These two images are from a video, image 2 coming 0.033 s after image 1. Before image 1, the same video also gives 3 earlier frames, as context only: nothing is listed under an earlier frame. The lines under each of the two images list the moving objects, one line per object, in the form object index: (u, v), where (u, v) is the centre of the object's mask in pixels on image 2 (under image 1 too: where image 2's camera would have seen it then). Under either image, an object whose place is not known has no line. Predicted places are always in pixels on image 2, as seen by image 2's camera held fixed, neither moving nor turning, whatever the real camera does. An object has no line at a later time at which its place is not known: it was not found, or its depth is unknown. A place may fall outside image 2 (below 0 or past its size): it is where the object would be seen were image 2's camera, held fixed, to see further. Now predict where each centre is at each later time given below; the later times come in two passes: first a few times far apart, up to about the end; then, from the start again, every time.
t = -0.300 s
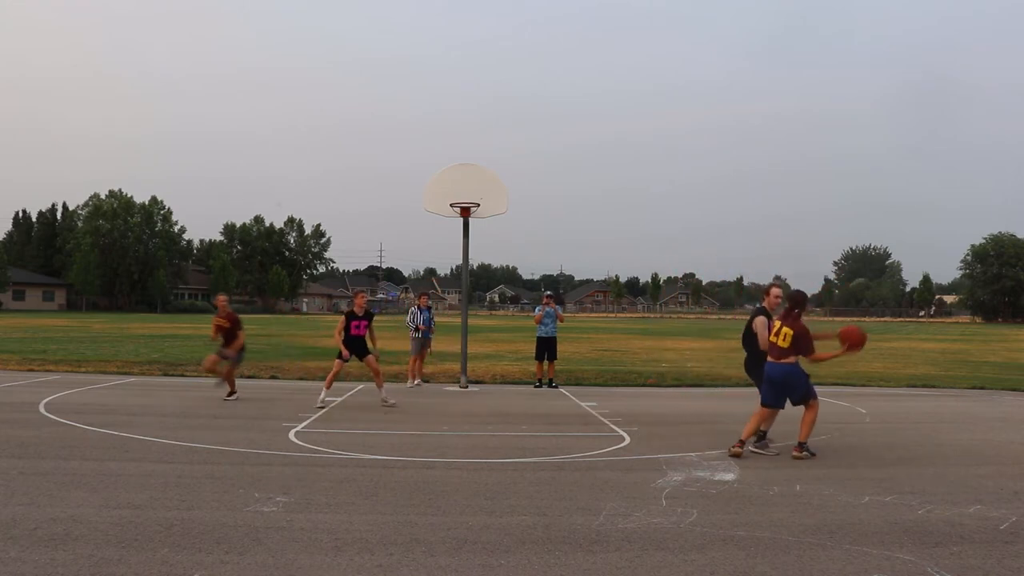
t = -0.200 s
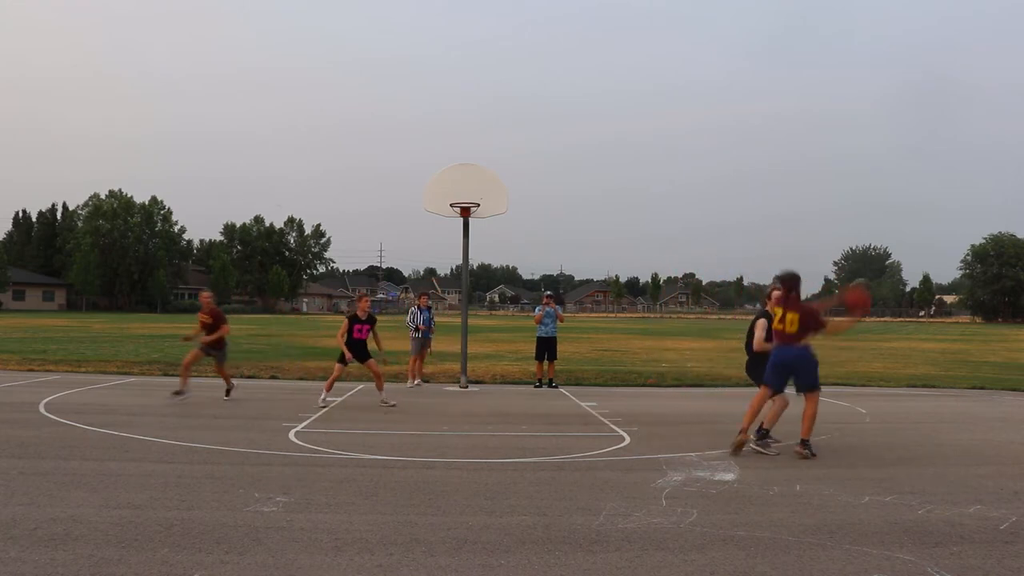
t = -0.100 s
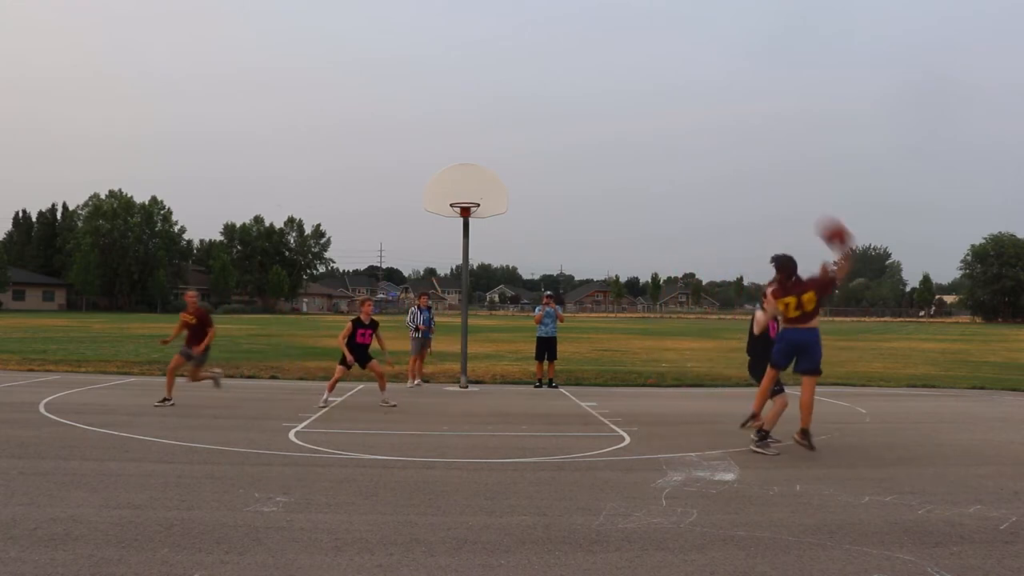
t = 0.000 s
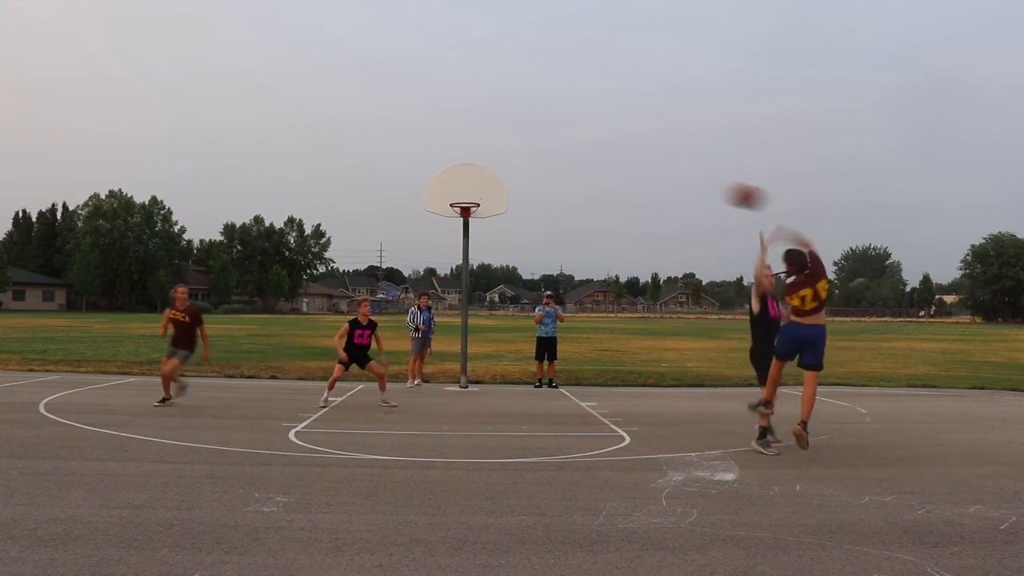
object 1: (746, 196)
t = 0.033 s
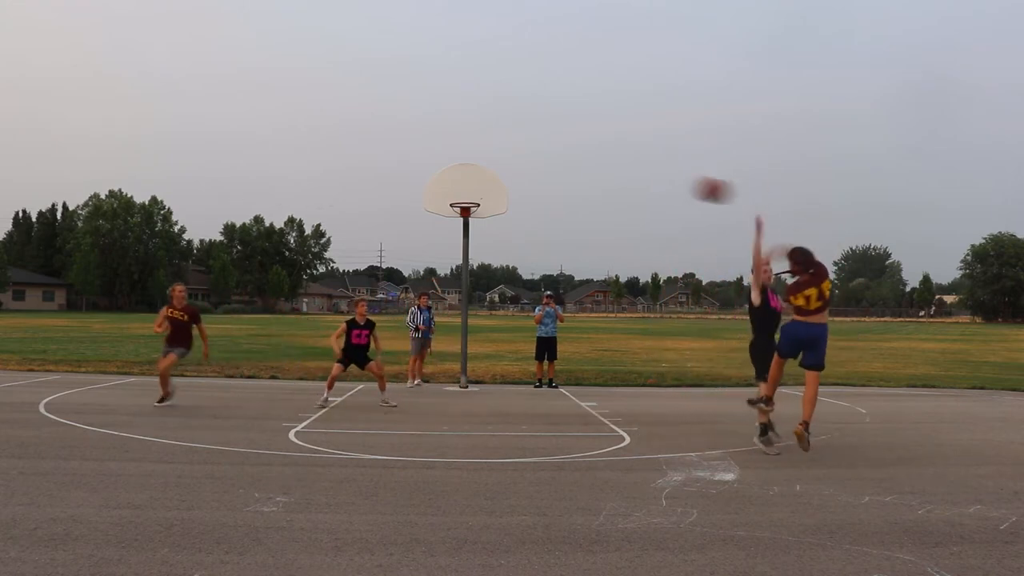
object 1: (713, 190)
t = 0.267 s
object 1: (487, 177)
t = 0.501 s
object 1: (285, 215)
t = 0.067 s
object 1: (679, 184)
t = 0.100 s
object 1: (647, 180)
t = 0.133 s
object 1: (614, 178)
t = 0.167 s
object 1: (583, 176)
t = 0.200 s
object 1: (551, 175)
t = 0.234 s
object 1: (519, 176)
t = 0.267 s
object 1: (487, 177)
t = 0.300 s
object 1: (457, 180)
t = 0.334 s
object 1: (428, 183)
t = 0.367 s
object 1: (397, 188)
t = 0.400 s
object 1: (368, 193)
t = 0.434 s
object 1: (340, 200)
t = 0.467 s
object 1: (313, 207)
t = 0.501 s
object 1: (285, 215)
